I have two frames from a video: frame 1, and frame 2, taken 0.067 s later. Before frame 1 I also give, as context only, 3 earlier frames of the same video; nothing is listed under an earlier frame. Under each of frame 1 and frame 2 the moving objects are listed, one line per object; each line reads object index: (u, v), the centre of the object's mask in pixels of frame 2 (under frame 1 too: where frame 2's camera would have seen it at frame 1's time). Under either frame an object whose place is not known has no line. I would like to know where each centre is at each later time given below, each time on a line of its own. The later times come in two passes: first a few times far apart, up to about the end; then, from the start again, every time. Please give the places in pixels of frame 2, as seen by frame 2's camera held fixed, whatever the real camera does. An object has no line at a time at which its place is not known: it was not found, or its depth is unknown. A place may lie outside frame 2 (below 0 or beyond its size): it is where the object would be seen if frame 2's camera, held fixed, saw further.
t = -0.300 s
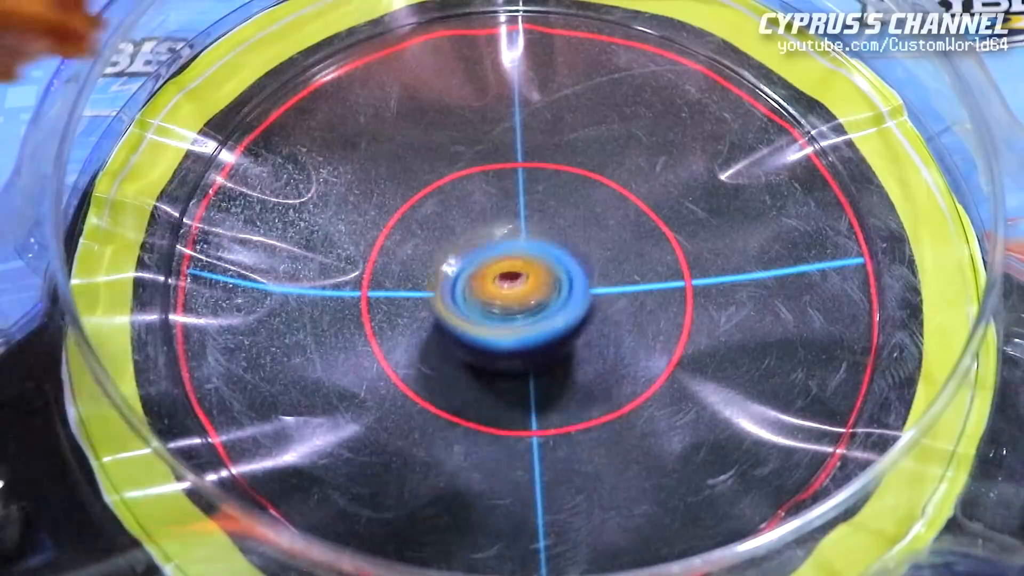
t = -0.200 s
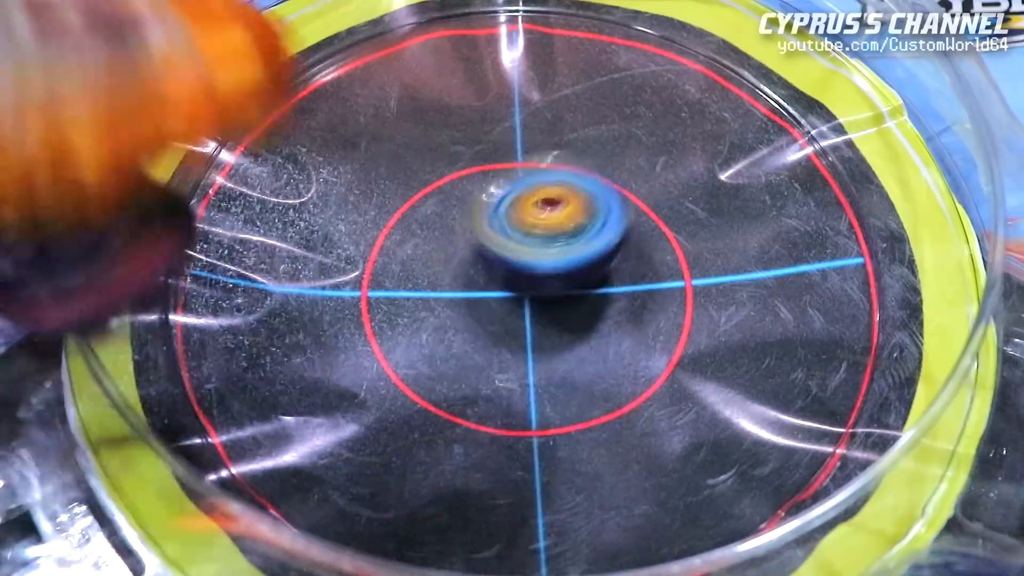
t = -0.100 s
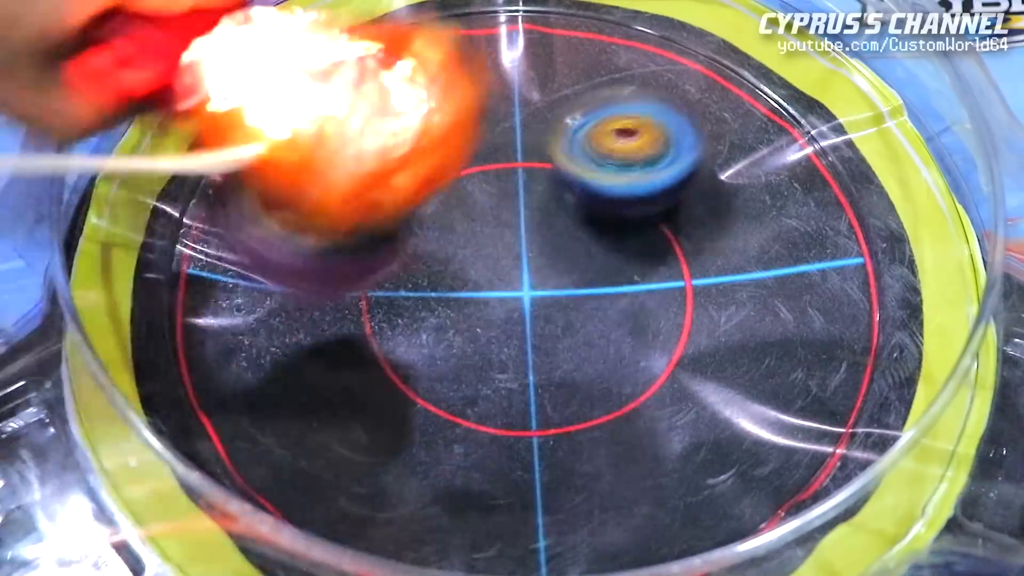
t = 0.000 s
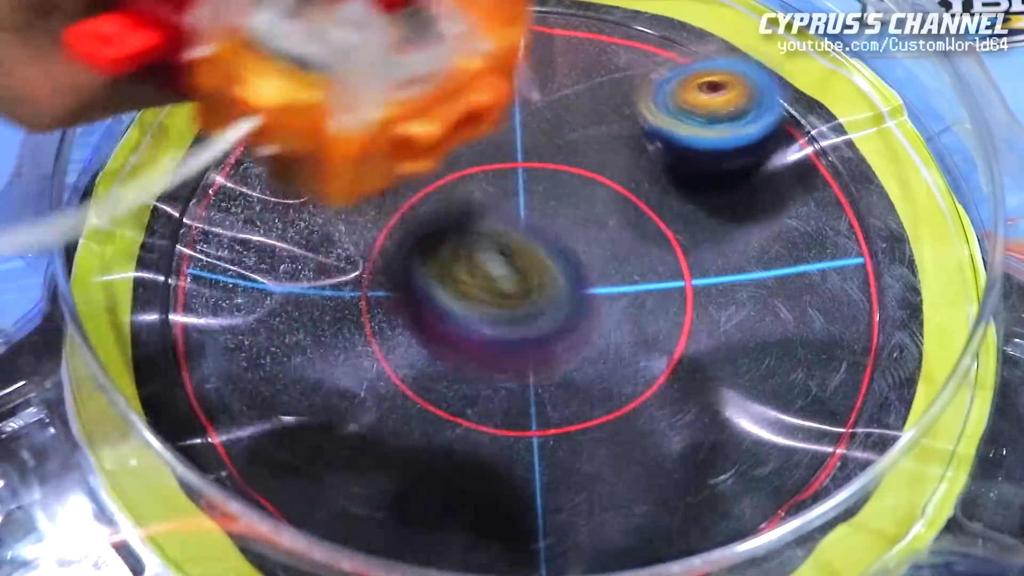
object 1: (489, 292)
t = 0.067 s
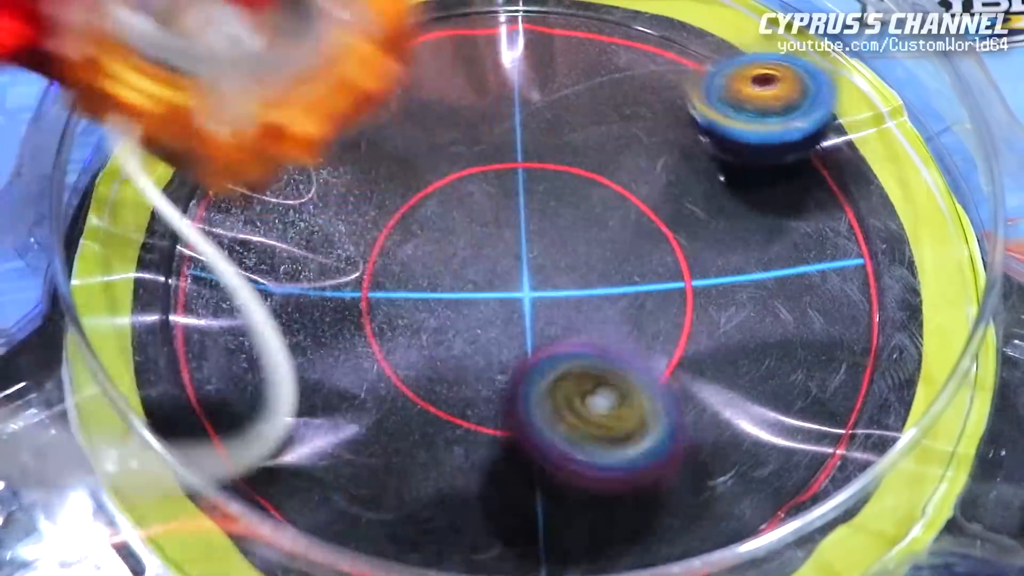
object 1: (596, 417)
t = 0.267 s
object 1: (691, 268)
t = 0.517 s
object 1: (377, 103)
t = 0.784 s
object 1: (250, 167)
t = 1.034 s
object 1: (497, 362)
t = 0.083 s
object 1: (614, 403)
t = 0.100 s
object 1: (631, 392)
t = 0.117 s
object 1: (650, 384)
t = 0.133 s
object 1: (666, 380)
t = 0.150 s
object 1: (679, 372)
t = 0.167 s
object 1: (691, 357)
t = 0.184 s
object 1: (702, 343)
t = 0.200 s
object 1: (709, 329)
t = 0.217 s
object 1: (713, 312)
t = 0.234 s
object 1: (718, 296)
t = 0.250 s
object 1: (712, 285)
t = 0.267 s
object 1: (691, 268)
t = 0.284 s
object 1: (673, 254)
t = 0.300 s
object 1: (651, 245)
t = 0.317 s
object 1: (631, 237)
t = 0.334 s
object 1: (607, 222)
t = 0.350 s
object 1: (586, 212)
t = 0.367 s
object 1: (567, 198)
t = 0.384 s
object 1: (544, 186)
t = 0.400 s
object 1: (523, 177)
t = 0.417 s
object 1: (501, 162)
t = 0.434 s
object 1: (478, 150)
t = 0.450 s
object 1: (456, 143)
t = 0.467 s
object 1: (435, 128)
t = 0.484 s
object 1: (416, 120)
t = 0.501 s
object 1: (395, 113)
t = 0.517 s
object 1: (377, 103)
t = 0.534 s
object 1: (356, 98)
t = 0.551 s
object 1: (340, 93)
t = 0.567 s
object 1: (323, 86)
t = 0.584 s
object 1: (308, 84)
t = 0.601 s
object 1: (295, 83)
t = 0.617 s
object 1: (282, 80)
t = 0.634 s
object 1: (271, 83)
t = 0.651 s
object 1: (261, 89)
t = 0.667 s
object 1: (254, 91)
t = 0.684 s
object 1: (247, 98)
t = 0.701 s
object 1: (243, 105)
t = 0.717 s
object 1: (242, 115)
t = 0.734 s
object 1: (242, 127)
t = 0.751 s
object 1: (244, 139)
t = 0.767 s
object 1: (246, 152)
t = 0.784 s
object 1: (250, 167)
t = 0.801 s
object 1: (255, 182)
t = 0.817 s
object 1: (260, 197)
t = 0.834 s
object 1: (270, 213)
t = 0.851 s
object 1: (279, 230)
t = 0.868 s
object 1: (291, 246)
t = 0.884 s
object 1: (304, 266)
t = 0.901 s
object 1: (320, 281)
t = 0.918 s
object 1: (338, 296)
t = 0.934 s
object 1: (355, 306)
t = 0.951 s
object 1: (376, 320)
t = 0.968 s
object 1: (399, 334)
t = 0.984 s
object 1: (420, 341)
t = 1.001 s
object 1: (446, 351)
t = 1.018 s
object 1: (472, 354)
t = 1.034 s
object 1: (497, 362)
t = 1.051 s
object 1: (523, 364)
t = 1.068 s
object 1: (548, 365)
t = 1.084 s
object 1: (574, 362)
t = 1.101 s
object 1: (598, 361)
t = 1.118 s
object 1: (623, 358)
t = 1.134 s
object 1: (645, 351)
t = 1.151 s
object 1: (666, 344)
